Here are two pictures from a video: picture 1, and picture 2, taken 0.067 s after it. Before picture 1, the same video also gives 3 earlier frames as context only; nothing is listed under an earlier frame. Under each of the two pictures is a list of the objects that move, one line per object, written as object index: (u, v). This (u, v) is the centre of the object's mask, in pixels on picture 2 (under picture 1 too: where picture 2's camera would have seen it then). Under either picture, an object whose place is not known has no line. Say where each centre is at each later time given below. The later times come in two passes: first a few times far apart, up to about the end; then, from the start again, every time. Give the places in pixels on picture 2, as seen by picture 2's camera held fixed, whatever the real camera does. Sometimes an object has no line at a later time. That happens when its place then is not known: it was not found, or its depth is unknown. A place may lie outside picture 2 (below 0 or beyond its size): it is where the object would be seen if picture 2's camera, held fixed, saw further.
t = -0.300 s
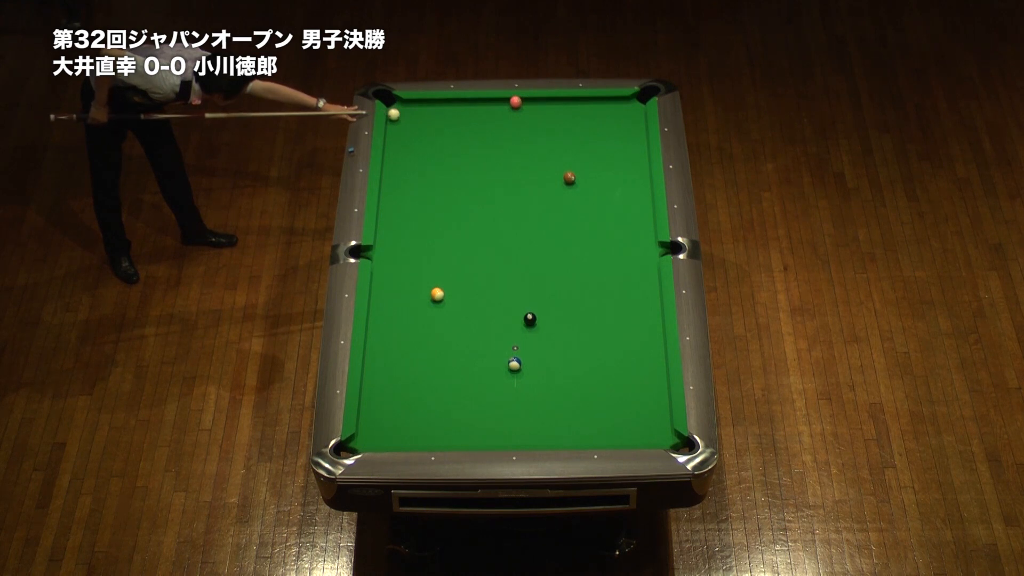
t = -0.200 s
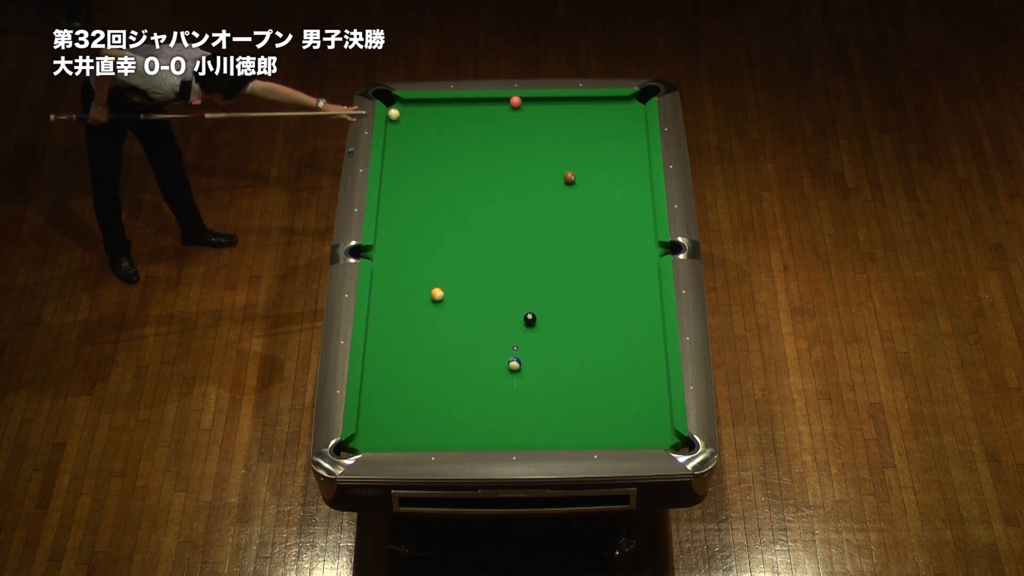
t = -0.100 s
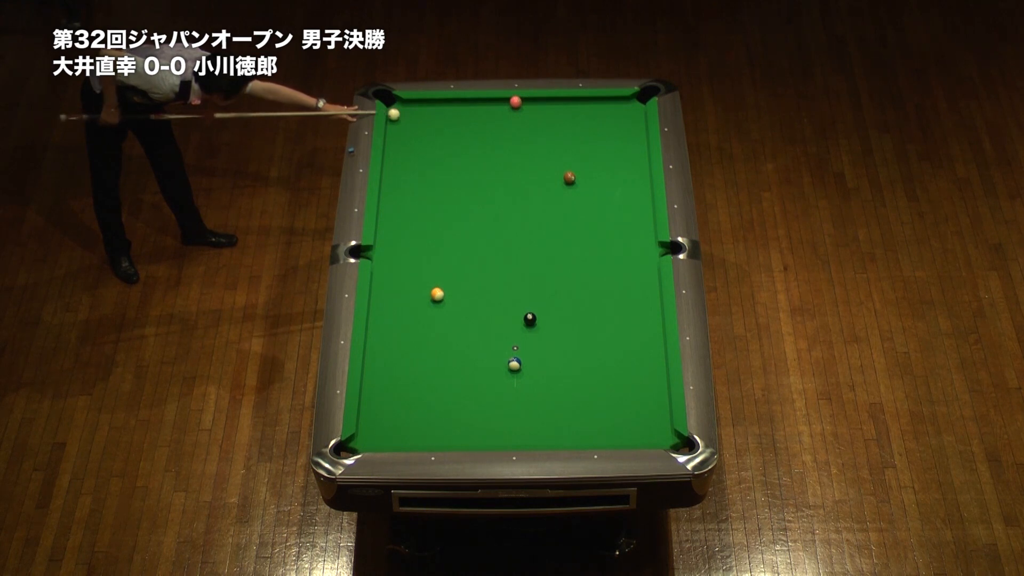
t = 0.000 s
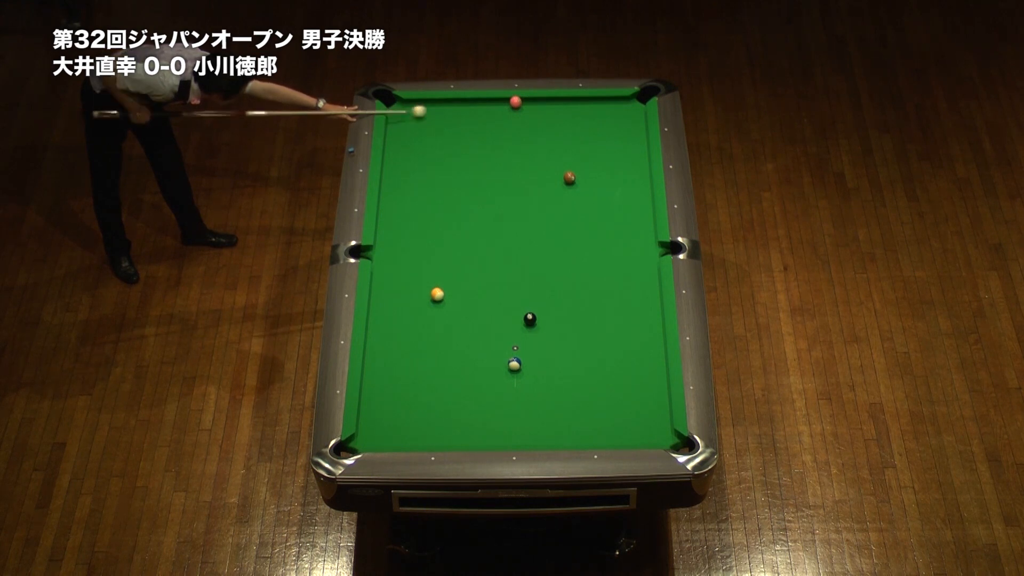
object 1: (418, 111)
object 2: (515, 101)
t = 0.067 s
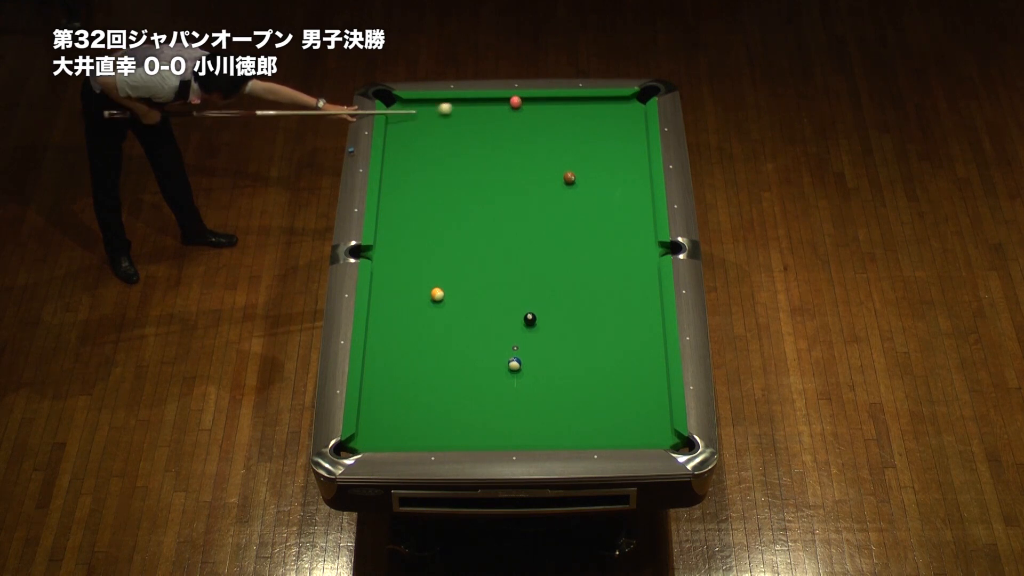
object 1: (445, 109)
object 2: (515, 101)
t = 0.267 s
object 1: (504, 102)
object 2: (533, 101)
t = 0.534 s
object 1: (518, 108)
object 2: (614, 102)
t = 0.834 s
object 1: (540, 113)
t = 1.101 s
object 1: (559, 117)
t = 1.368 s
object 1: (577, 120)
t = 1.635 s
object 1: (594, 124)
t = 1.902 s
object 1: (610, 127)
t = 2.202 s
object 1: (626, 130)
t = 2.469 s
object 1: (640, 133)
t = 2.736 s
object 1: (637, 135)
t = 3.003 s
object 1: (632, 136)
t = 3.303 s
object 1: (627, 137)
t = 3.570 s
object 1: (623, 138)
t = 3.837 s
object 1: (621, 138)
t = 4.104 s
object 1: (620, 139)
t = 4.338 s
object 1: (619, 139)
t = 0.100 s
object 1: (458, 107)
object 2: (515, 102)
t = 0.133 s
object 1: (471, 105)
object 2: (515, 102)
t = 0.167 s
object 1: (484, 104)
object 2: (515, 102)
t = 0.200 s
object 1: (497, 103)
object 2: (516, 102)
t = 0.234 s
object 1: (504, 101)
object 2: (521, 101)
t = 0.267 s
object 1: (504, 102)
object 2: (533, 101)
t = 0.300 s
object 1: (504, 103)
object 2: (545, 101)
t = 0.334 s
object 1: (505, 104)
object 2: (556, 101)
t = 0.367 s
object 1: (506, 105)
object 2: (567, 101)
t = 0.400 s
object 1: (509, 105)
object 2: (577, 102)
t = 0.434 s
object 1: (511, 106)
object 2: (587, 102)
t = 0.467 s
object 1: (513, 106)
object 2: (596, 102)
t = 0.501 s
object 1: (516, 107)
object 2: (605, 102)
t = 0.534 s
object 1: (518, 108)
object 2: (614, 102)
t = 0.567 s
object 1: (521, 108)
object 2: (622, 102)
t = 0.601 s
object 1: (523, 109)
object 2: (630, 102)
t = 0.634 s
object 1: (526, 109)
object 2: (638, 102)
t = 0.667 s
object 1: (528, 110)
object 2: (642, 100)
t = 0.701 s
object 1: (531, 110)
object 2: (641, 98)
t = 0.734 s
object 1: (533, 111)
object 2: (641, 96)
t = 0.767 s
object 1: (536, 111)
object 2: (644, 97)
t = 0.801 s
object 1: (538, 112)
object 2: (647, 99)
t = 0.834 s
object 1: (540, 113)
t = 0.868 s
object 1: (543, 113)
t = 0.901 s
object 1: (545, 114)
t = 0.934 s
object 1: (548, 114)
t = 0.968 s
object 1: (550, 115)
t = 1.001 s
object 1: (552, 115)
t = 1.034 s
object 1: (555, 116)
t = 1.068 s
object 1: (557, 116)
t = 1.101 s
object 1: (559, 117)
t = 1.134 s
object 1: (561, 117)
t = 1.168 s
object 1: (564, 118)
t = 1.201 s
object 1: (566, 118)
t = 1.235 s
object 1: (569, 119)
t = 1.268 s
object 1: (571, 119)
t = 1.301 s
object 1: (573, 119)
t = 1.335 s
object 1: (575, 120)
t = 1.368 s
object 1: (577, 120)
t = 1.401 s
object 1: (579, 121)
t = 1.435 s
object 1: (582, 121)
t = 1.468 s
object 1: (584, 122)
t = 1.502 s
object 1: (586, 122)
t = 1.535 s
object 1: (588, 123)
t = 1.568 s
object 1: (590, 123)
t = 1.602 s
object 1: (592, 124)
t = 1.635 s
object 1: (594, 124)
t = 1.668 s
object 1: (596, 124)
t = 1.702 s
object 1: (598, 125)
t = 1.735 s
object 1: (600, 125)
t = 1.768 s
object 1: (602, 126)
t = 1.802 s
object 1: (604, 126)
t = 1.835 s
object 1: (606, 126)
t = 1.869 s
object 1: (608, 127)
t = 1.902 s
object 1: (610, 127)
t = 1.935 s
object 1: (612, 128)
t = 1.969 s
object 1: (614, 128)
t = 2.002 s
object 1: (615, 128)
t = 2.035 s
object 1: (617, 129)
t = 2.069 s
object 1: (619, 129)
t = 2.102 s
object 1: (621, 129)
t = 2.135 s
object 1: (623, 130)
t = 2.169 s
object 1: (624, 130)
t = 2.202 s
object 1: (626, 130)
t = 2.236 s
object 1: (628, 131)
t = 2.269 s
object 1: (630, 131)
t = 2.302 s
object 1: (631, 131)
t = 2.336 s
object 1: (633, 132)
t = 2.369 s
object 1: (635, 132)
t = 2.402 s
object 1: (636, 132)
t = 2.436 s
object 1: (638, 133)
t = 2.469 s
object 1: (640, 133)
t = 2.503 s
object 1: (641, 134)
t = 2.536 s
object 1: (642, 134)
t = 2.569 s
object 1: (642, 134)
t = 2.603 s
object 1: (641, 134)
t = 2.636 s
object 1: (640, 134)
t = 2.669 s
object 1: (639, 134)
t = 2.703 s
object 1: (638, 135)
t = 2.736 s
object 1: (637, 135)
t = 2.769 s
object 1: (637, 135)
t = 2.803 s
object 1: (636, 135)
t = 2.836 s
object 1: (635, 135)
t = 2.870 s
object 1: (635, 136)
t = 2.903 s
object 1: (634, 136)
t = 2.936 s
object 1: (633, 136)
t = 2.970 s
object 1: (633, 136)
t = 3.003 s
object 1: (632, 136)
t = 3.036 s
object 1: (631, 136)
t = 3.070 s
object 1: (631, 136)
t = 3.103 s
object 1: (630, 137)
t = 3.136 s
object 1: (630, 137)
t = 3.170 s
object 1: (629, 137)
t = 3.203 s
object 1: (628, 137)
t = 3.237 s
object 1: (628, 137)
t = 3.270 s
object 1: (627, 137)
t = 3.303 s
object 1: (627, 137)
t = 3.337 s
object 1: (626, 137)
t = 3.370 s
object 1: (626, 137)
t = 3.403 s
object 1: (625, 137)
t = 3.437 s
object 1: (625, 138)
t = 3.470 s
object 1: (624, 138)
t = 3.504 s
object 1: (624, 138)
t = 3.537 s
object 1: (624, 138)
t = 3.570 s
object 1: (623, 138)
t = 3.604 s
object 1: (623, 138)
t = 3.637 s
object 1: (623, 138)
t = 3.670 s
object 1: (622, 138)
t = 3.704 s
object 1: (622, 138)
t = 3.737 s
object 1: (622, 138)
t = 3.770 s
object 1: (621, 138)
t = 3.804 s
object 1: (621, 138)
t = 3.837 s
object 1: (621, 138)
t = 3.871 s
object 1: (621, 138)
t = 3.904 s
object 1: (620, 138)
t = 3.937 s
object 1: (620, 139)
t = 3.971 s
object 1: (620, 139)
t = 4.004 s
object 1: (620, 139)
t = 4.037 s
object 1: (620, 139)
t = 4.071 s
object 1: (620, 139)
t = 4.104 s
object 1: (620, 139)
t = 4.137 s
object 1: (620, 139)
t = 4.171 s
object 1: (620, 139)
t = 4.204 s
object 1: (620, 139)
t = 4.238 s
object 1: (620, 139)
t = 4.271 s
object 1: (619, 139)
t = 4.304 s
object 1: (619, 139)
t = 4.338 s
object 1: (619, 139)
